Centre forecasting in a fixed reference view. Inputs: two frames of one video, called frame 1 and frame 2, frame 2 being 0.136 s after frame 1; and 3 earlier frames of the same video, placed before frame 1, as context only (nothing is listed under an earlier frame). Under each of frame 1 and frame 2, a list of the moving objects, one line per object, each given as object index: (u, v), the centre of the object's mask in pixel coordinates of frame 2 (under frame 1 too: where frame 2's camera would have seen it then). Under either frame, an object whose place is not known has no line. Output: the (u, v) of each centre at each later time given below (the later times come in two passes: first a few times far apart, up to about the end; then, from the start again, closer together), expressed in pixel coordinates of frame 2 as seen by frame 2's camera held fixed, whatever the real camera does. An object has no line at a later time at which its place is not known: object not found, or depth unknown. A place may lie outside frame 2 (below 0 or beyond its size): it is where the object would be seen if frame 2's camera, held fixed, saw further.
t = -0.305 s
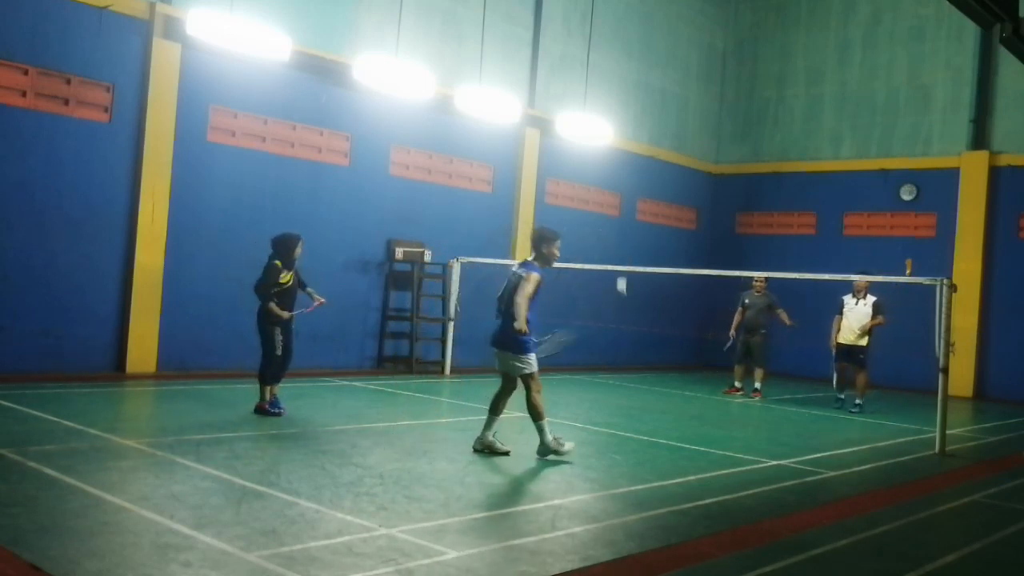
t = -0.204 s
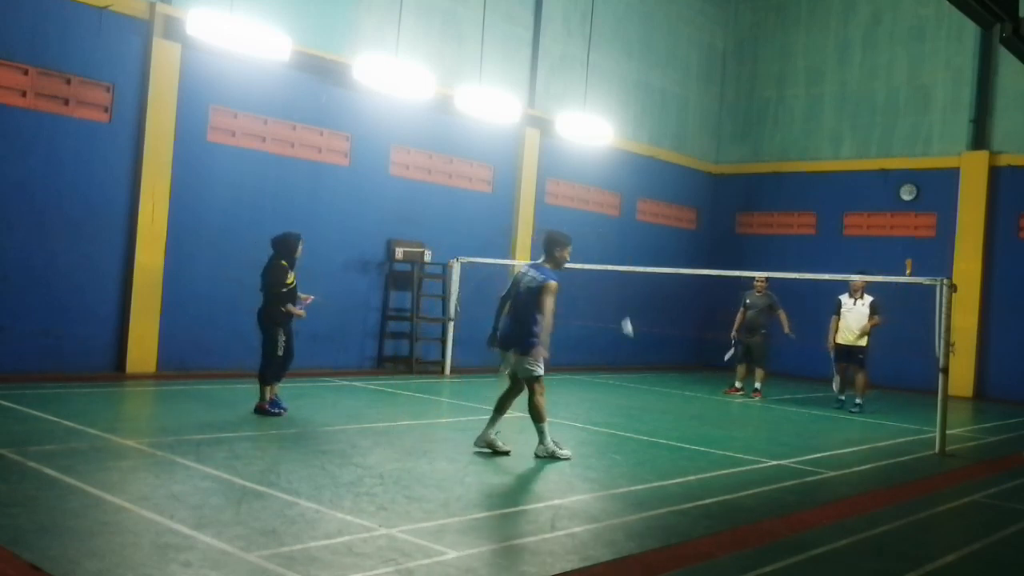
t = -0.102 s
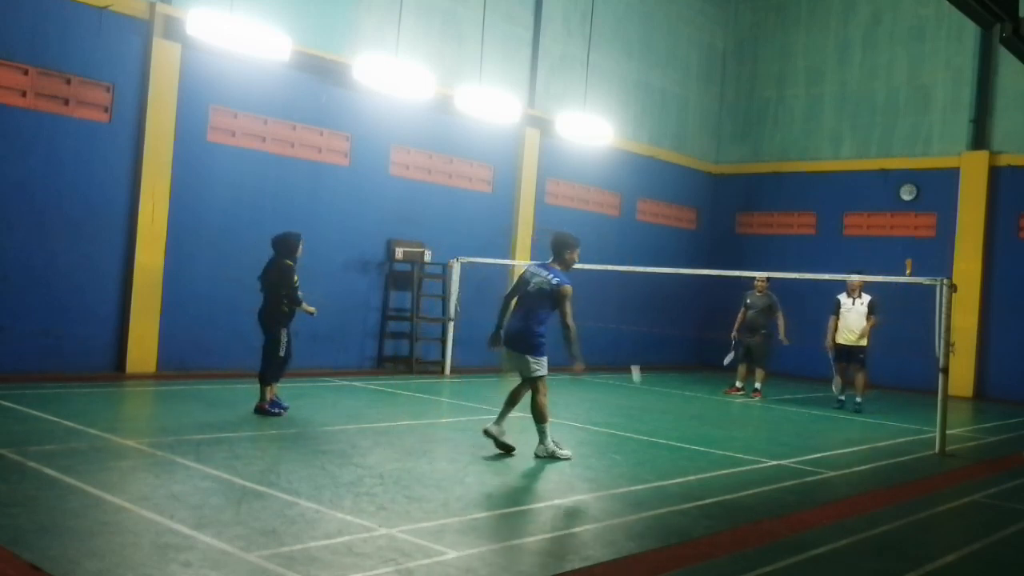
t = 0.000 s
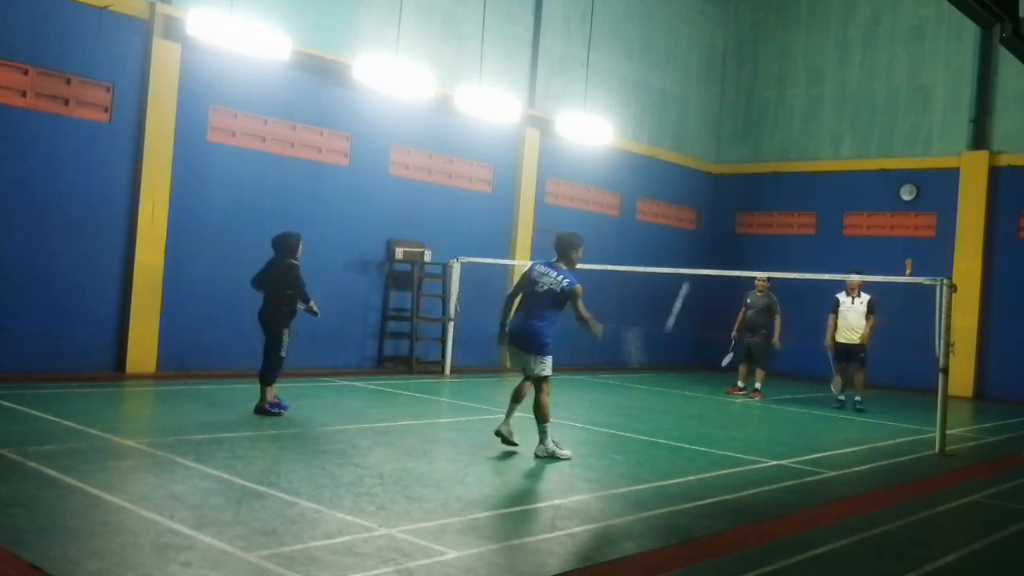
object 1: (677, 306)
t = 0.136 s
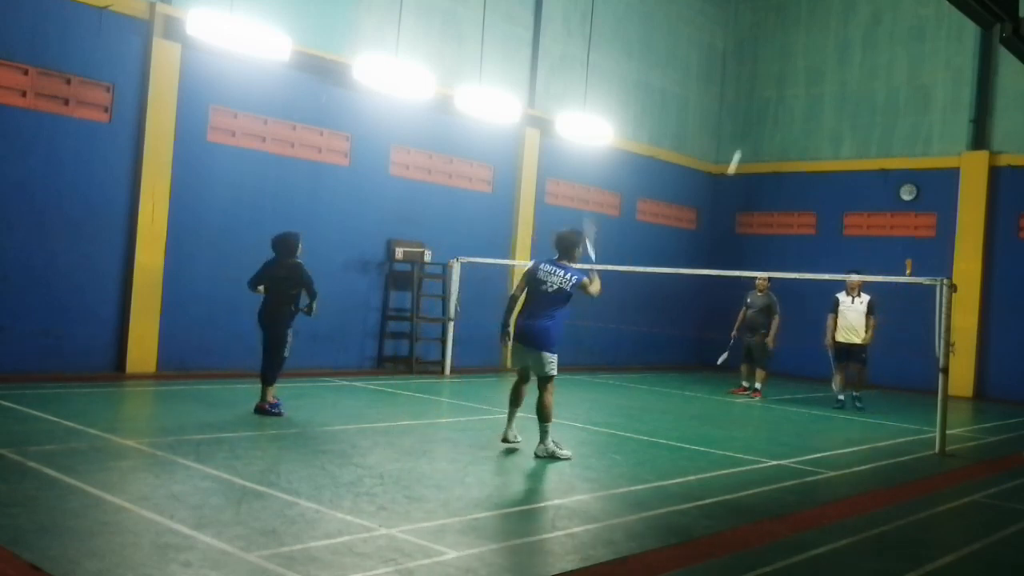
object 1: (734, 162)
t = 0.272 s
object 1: (765, 94)
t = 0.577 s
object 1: (802, 50)
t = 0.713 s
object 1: (813, 60)
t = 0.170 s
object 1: (743, 140)
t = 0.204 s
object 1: (751, 121)
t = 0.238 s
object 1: (758, 106)
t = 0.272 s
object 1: (765, 94)
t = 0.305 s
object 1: (771, 83)
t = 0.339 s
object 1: (775, 74)
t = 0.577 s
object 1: (802, 50)
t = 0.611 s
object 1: (805, 52)
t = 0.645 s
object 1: (808, 54)
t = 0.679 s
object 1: (811, 57)
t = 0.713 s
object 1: (813, 60)
